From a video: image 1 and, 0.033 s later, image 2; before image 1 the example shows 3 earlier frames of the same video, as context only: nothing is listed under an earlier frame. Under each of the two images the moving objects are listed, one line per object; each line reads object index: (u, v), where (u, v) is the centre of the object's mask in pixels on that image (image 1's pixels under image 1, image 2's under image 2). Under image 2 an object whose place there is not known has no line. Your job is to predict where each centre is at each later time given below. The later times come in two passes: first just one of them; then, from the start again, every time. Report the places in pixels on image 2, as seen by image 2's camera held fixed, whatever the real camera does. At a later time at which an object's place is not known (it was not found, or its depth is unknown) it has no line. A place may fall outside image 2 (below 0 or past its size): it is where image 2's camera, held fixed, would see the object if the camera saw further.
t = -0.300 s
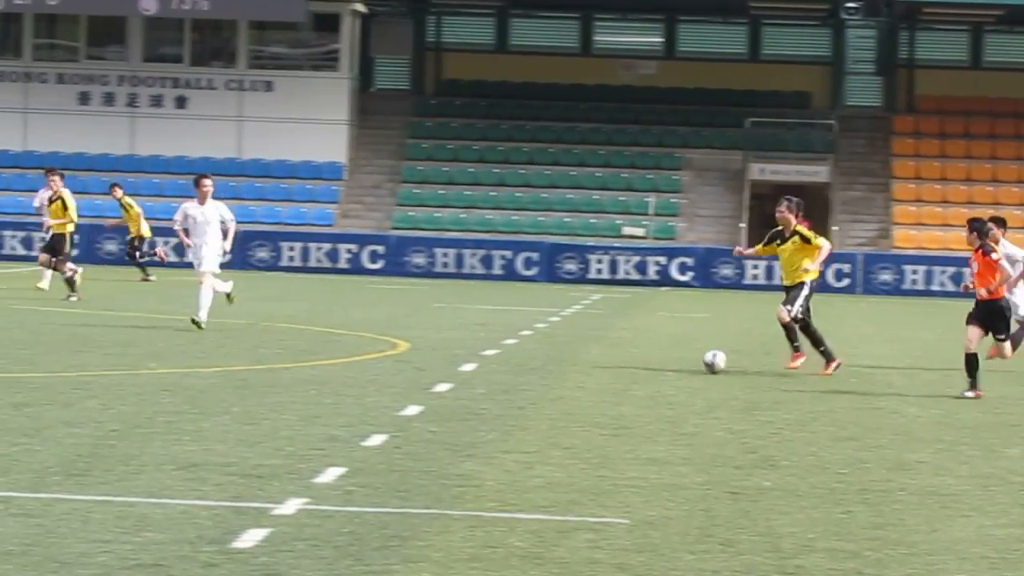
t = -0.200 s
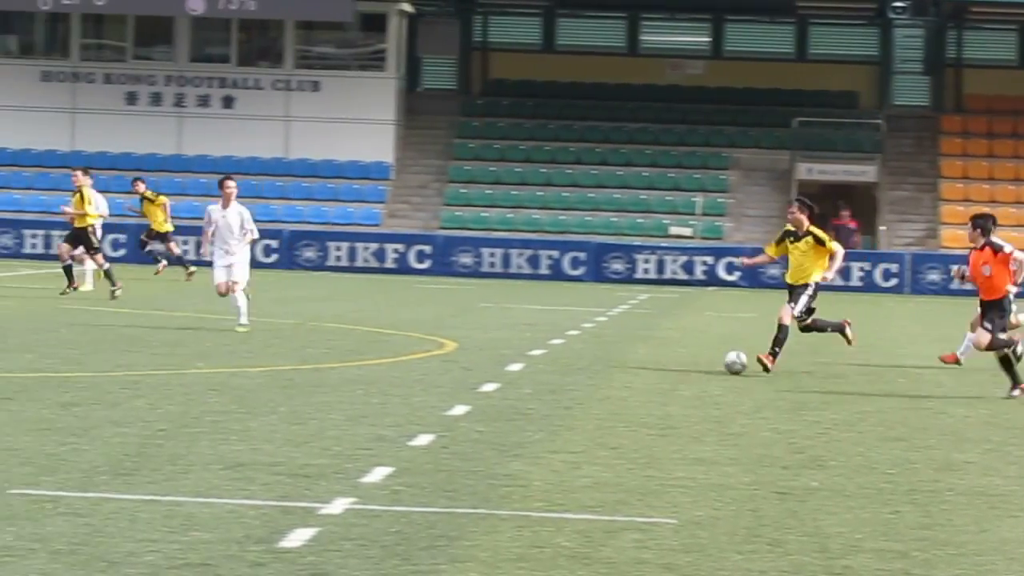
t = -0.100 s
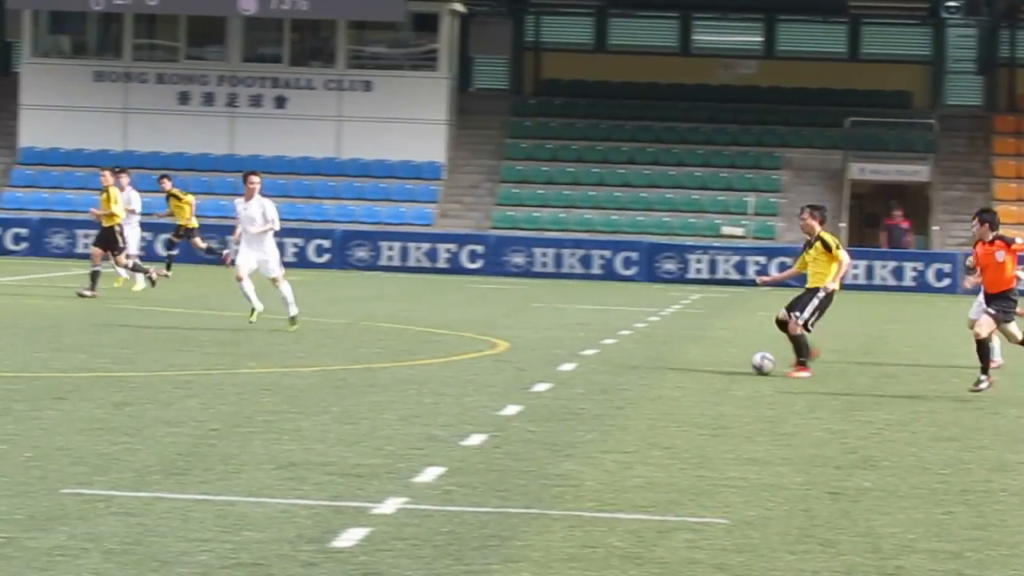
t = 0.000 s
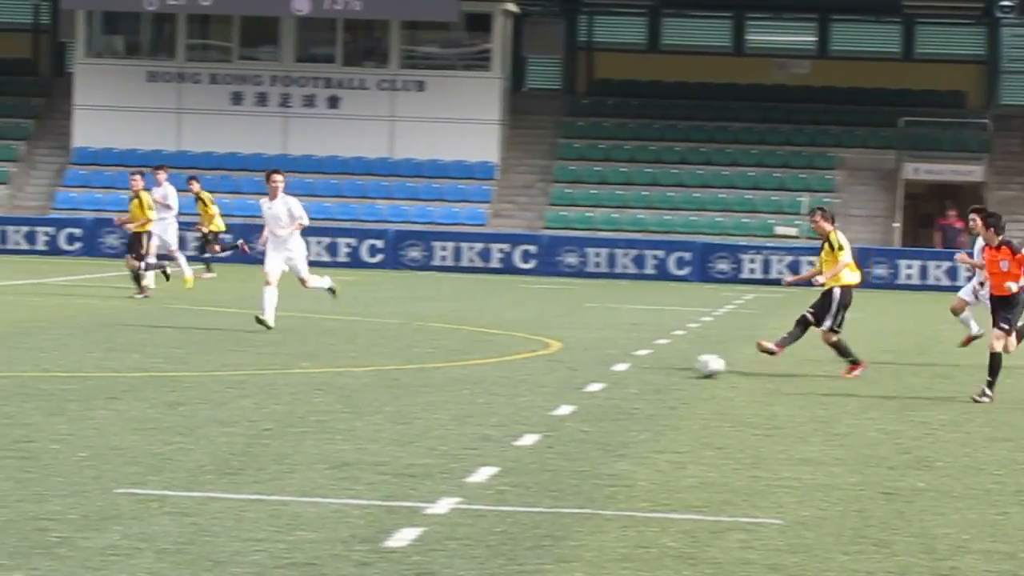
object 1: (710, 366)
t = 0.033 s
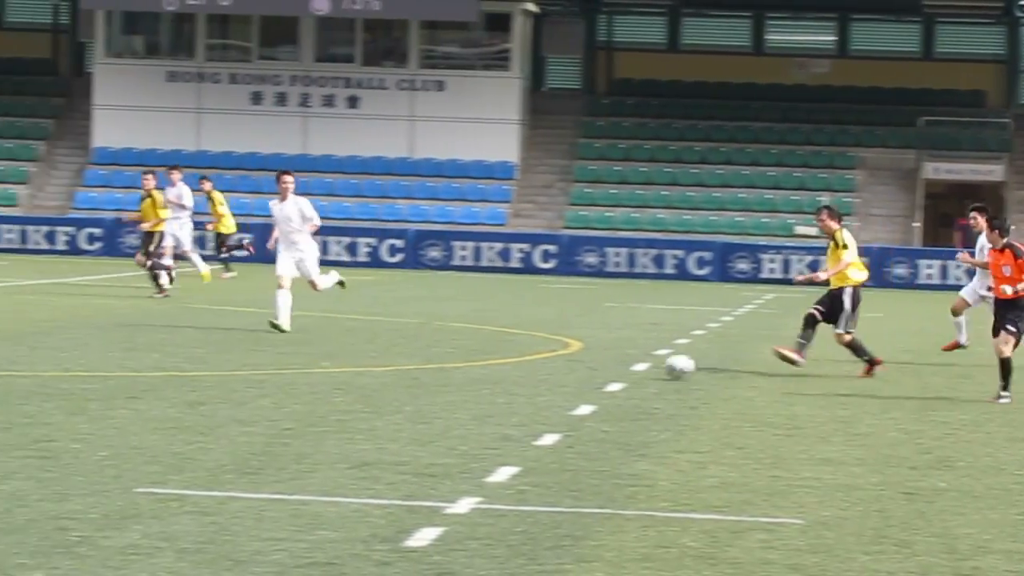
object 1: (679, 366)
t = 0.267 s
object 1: (323, 382)
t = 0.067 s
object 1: (629, 367)
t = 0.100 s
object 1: (576, 371)
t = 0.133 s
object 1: (524, 374)
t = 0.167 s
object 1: (474, 375)
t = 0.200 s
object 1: (425, 375)
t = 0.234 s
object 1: (375, 378)
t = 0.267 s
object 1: (323, 382)
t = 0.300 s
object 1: (272, 386)
